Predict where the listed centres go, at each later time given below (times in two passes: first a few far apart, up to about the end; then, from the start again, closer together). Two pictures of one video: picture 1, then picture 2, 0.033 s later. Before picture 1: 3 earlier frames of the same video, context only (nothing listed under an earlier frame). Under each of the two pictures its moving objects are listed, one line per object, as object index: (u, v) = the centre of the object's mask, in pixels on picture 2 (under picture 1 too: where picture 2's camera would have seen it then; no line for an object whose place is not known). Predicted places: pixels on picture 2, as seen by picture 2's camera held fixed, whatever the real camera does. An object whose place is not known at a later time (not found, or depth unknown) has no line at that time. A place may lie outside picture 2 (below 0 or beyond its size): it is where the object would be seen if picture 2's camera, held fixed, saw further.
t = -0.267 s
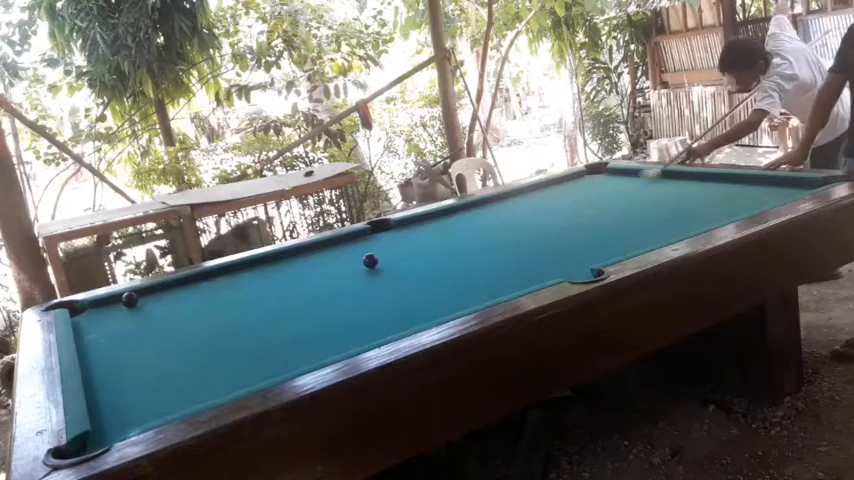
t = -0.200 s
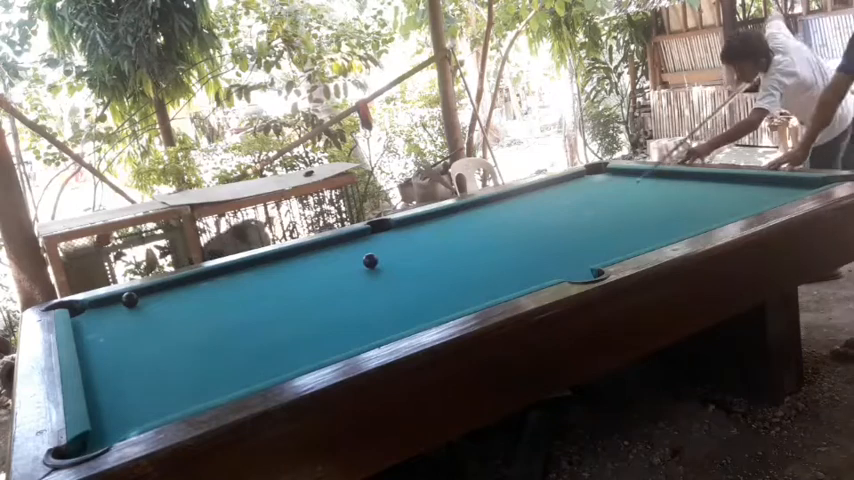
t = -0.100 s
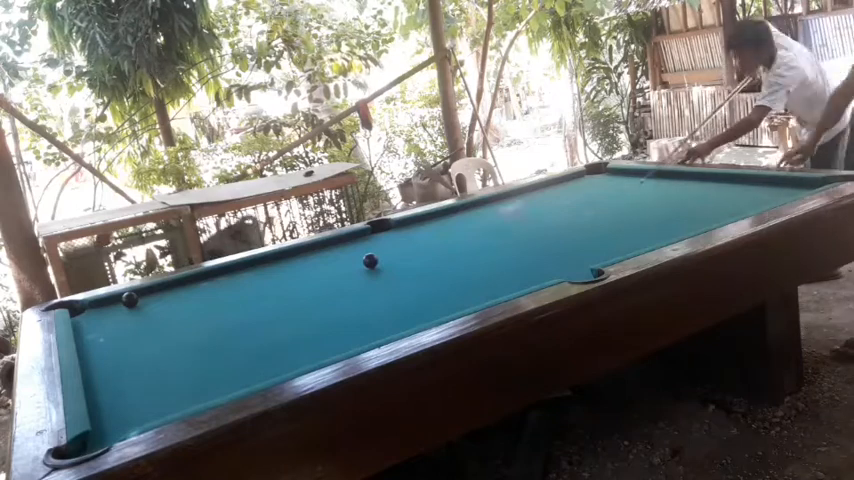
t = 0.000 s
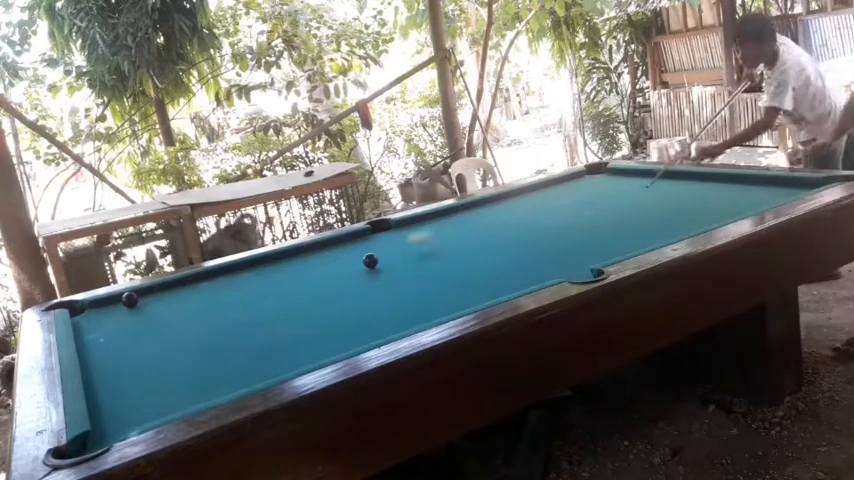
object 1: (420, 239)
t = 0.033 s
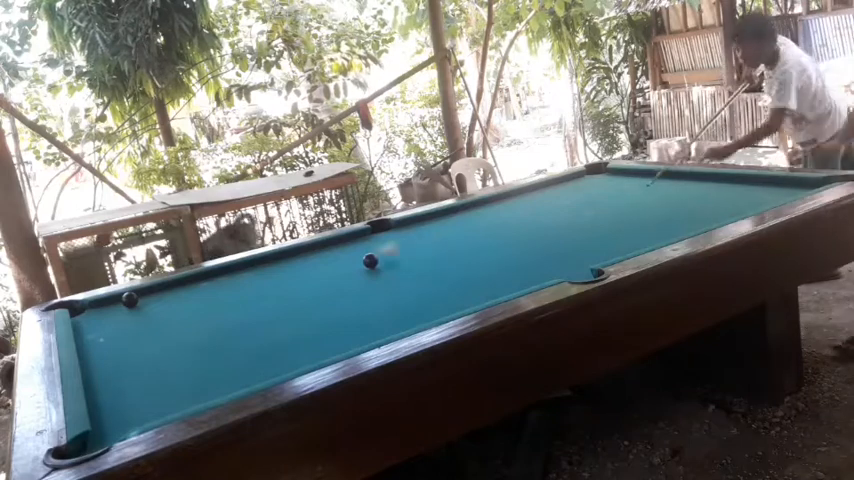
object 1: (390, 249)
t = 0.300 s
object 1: (178, 282)
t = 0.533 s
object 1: (105, 301)
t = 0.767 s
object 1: (77, 309)
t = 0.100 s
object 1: (329, 261)
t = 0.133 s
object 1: (303, 265)
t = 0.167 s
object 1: (278, 269)
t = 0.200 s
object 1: (251, 272)
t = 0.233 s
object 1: (227, 276)
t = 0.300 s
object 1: (178, 282)
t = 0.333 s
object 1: (156, 287)
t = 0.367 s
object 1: (143, 292)
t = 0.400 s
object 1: (134, 295)
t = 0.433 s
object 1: (127, 296)
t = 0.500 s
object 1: (112, 299)
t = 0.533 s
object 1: (105, 301)
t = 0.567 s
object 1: (98, 303)
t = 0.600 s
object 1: (92, 305)
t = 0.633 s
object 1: (85, 307)
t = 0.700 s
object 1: (74, 310)
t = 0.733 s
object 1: (75, 309)
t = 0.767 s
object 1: (77, 309)
